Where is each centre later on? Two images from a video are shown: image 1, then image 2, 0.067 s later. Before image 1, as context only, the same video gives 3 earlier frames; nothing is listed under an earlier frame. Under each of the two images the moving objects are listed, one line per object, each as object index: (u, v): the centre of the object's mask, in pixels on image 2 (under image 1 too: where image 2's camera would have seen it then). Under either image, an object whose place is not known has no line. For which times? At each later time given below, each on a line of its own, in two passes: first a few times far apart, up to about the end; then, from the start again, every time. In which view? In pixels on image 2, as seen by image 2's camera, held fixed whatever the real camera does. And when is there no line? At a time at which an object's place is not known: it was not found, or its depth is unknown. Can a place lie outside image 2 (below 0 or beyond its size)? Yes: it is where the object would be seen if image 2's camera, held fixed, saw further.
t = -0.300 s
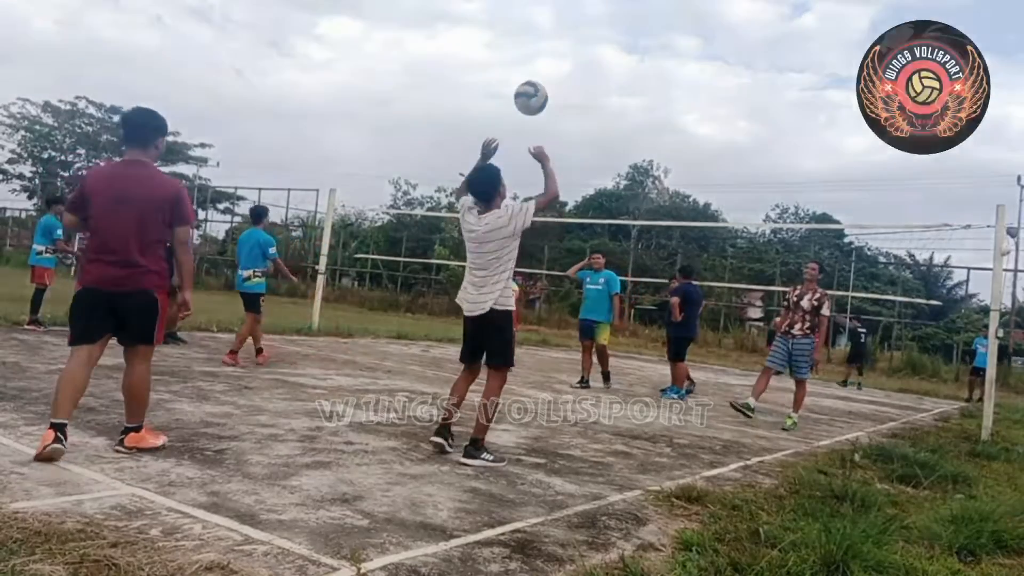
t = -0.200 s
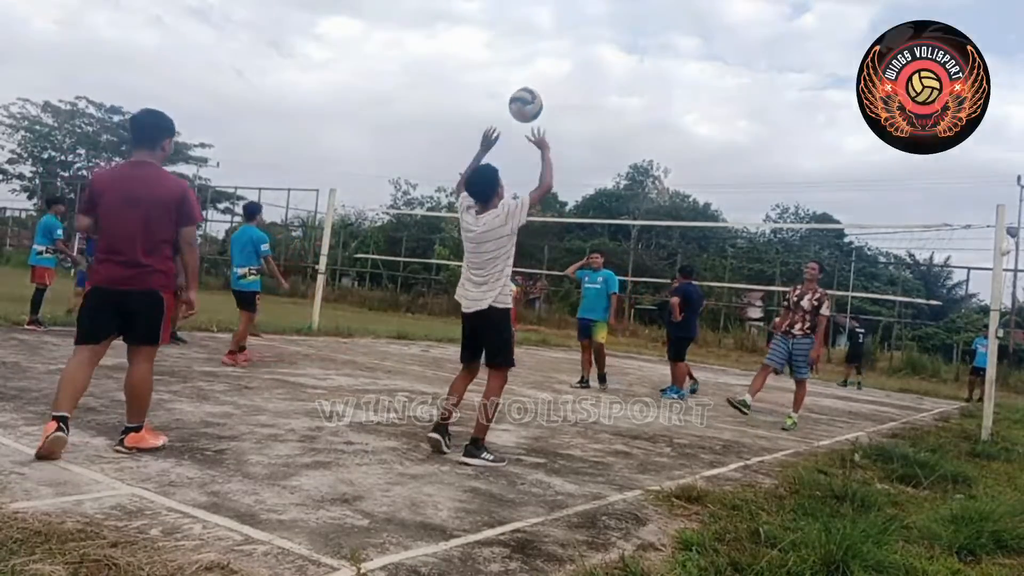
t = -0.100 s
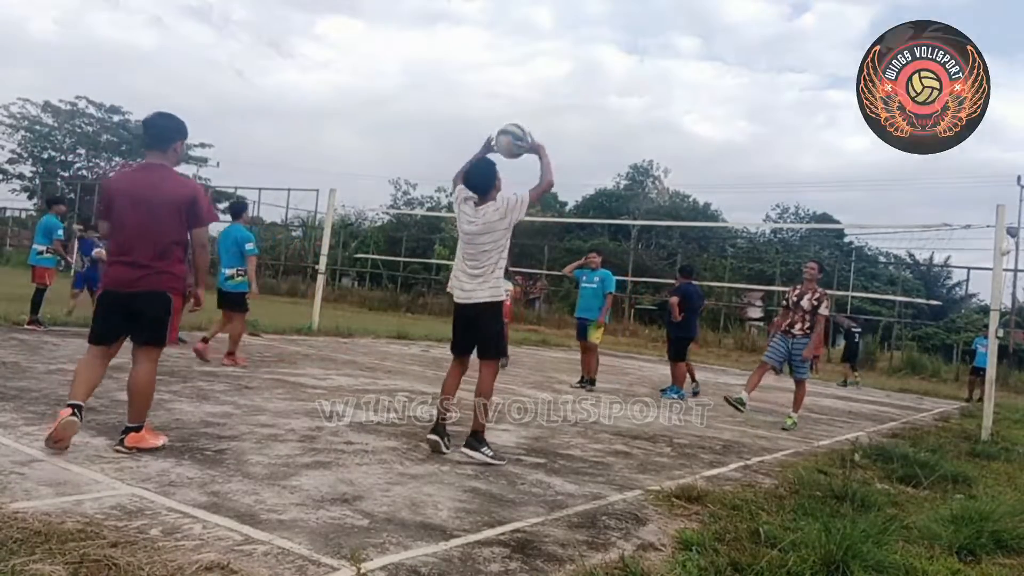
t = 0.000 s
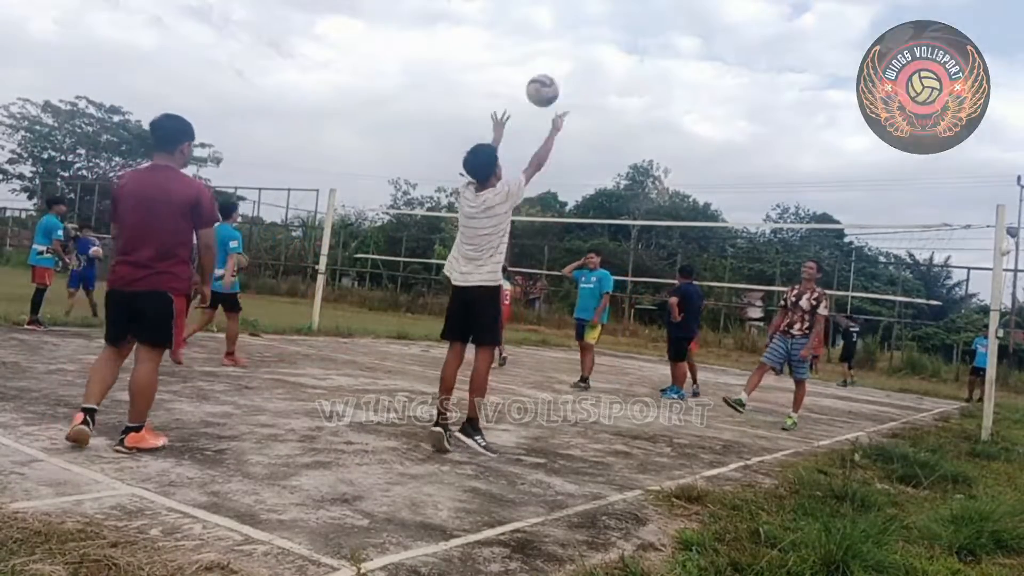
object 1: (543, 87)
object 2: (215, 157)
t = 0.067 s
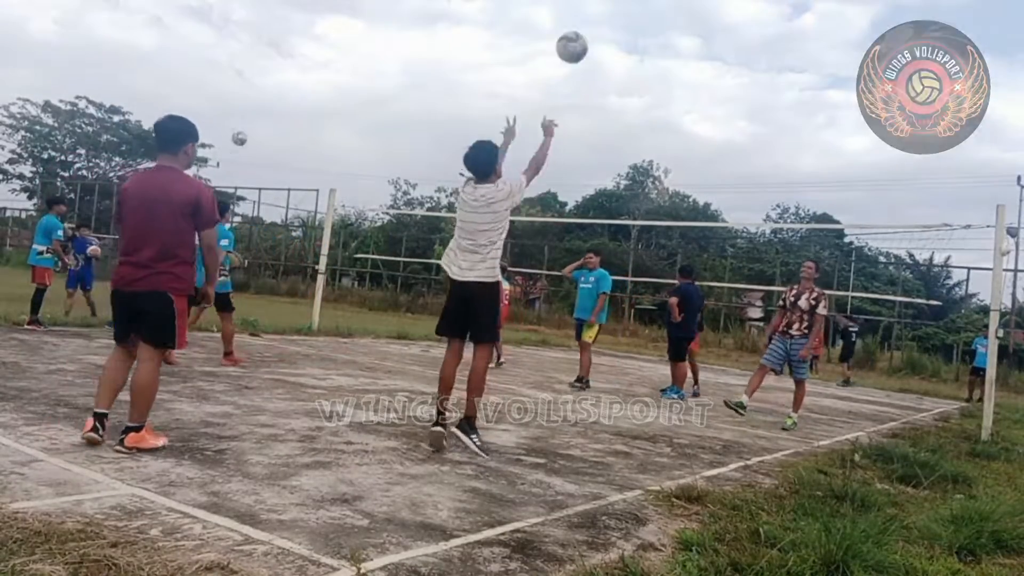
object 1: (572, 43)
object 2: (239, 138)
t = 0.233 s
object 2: (295, 105)
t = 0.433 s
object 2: (354, 92)
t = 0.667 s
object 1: (734, 5)
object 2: (414, 111)
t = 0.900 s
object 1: (763, 96)
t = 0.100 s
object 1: (586, 25)
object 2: (251, 130)
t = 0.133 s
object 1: (598, 10)
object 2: (262, 123)
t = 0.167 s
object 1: (612, 3)
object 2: (273, 116)
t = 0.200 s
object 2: (284, 110)
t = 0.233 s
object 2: (295, 105)
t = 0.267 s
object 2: (305, 101)
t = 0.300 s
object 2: (315, 97)
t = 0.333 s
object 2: (325, 95)
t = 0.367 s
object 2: (335, 93)
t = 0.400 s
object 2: (344, 92)
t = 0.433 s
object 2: (354, 92)
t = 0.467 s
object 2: (363, 92)
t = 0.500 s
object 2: (372, 93)
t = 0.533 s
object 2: (380, 95)
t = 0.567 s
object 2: (389, 98)
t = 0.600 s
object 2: (397, 102)
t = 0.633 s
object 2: (406, 106)
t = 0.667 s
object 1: (734, 5)
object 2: (414, 111)
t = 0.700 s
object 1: (739, 14)
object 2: (422, 117)
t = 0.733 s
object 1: (743, 26)
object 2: (429, 123)
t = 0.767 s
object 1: (748, 38)
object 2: (437, 130)
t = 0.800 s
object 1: (752, 51)
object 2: (444, 138)
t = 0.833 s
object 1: (756, 65)
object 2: (452, 147)
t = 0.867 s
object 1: (760, 80)
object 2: (459, 156)
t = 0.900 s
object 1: (763, 96)
